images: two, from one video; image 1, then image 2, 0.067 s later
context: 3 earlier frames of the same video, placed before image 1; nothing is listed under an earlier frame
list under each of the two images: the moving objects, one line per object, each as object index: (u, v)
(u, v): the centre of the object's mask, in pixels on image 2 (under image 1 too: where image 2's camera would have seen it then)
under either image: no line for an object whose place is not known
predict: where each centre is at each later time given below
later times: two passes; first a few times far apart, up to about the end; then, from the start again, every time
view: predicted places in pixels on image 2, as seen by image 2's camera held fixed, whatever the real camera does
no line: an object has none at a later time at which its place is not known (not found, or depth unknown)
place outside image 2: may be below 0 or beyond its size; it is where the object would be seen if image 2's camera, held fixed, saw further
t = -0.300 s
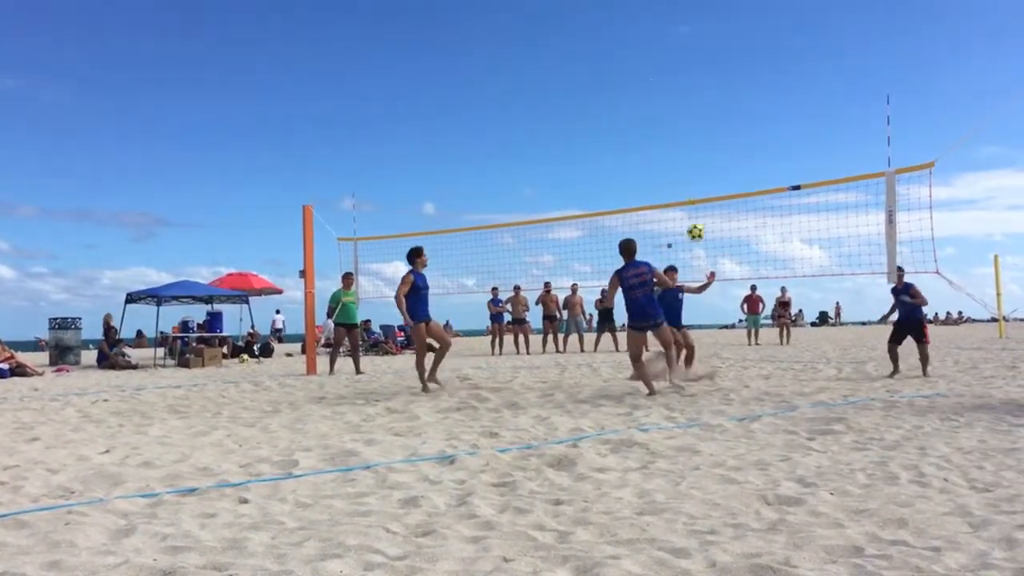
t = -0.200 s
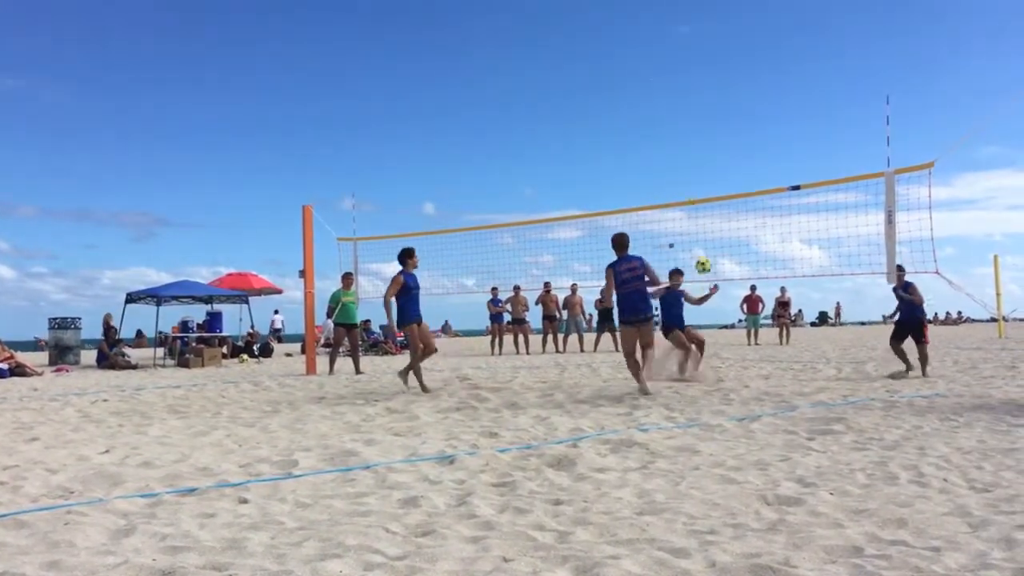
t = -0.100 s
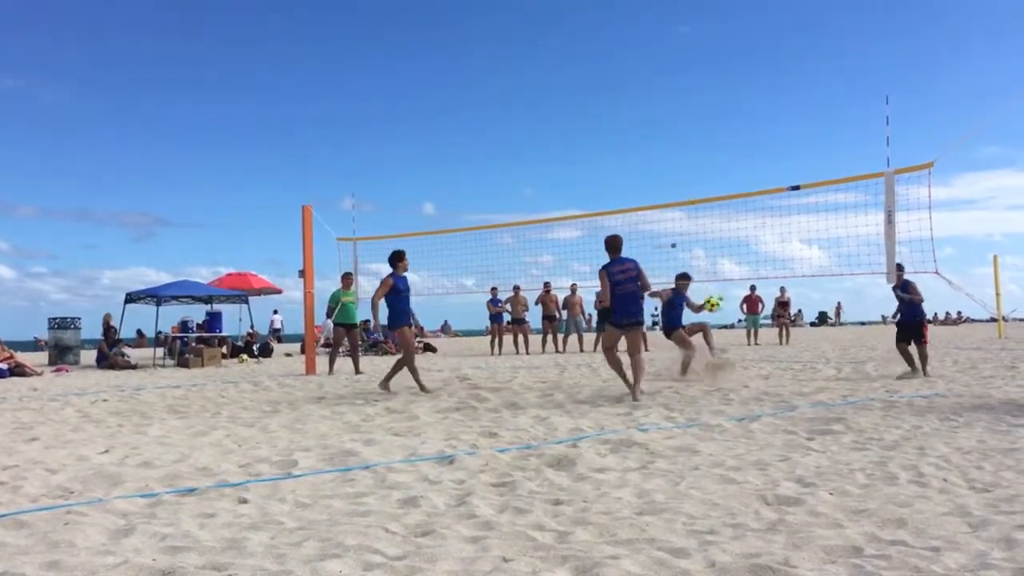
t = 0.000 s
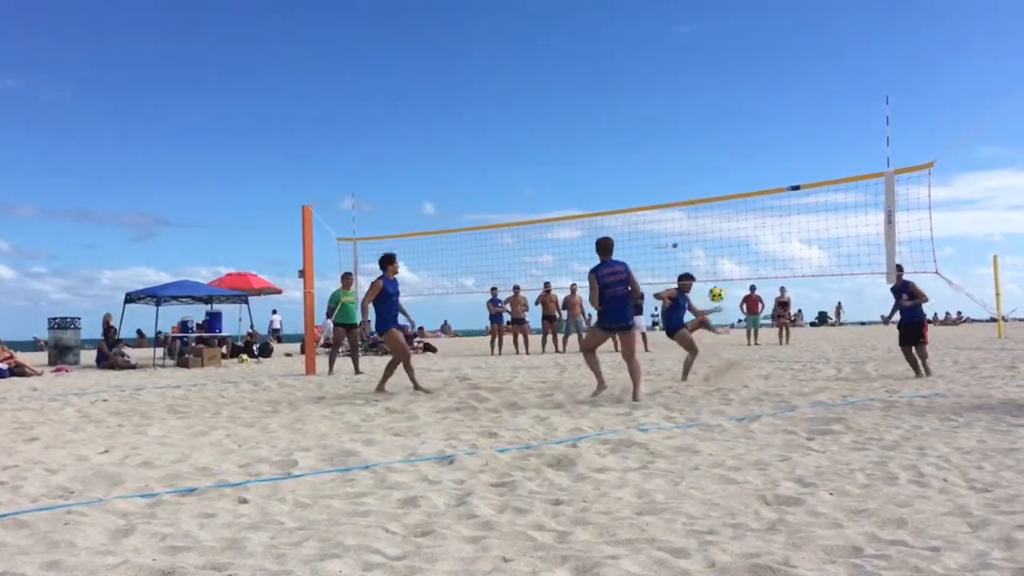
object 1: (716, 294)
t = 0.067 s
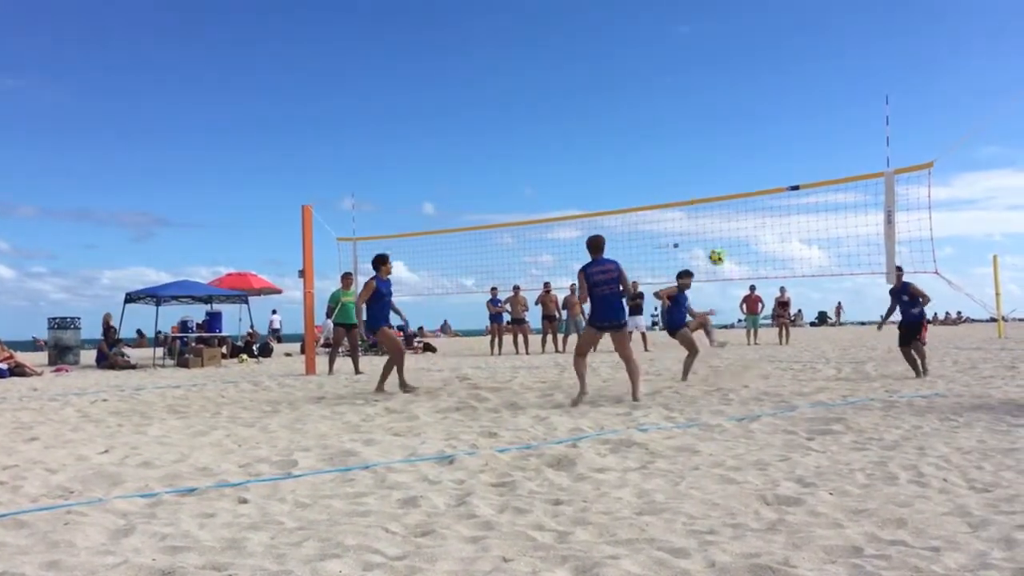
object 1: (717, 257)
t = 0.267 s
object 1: (719, 168)
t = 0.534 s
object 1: (725, 95)
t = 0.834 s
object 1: (735, 74)
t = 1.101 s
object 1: (746, 105)
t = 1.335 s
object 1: (759, 171)
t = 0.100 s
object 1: (716, 240)
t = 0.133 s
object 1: (717, 224)
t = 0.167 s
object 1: (718, 210)
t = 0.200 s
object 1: (718, 191)
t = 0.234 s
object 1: (719, 180)
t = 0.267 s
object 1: (719, 168)
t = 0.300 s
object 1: (720, 156)
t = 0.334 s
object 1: (721, 144)
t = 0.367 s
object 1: (721, 135)
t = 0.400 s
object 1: (723, 126)
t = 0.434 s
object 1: (724, 116)
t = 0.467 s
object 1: (723, 108)
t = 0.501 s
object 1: (724, 102)
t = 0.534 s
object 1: (725, 95)
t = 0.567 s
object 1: (726, 89)
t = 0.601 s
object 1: (727, 85)
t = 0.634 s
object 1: (728, 81)
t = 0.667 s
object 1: (729, 78)
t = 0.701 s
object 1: (730, 75)
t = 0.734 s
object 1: (731, 75)
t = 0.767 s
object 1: (732, 73)
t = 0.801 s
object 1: (733, 72)
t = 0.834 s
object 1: (735, 74)
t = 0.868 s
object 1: (735, 74)
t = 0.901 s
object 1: (736, 76)
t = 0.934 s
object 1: (737, 80)
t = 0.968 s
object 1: (740, 84)
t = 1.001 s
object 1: (740, 88)
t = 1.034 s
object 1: (742, 93)
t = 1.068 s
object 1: (743, 98)
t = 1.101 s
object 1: (746, 105)
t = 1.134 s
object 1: (747, 111)
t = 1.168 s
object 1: (749, 120)
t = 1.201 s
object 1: (751, 129)
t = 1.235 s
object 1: (752, 138)
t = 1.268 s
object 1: (755, 149)
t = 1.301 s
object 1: (757, 159)
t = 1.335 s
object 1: (759, 171)
